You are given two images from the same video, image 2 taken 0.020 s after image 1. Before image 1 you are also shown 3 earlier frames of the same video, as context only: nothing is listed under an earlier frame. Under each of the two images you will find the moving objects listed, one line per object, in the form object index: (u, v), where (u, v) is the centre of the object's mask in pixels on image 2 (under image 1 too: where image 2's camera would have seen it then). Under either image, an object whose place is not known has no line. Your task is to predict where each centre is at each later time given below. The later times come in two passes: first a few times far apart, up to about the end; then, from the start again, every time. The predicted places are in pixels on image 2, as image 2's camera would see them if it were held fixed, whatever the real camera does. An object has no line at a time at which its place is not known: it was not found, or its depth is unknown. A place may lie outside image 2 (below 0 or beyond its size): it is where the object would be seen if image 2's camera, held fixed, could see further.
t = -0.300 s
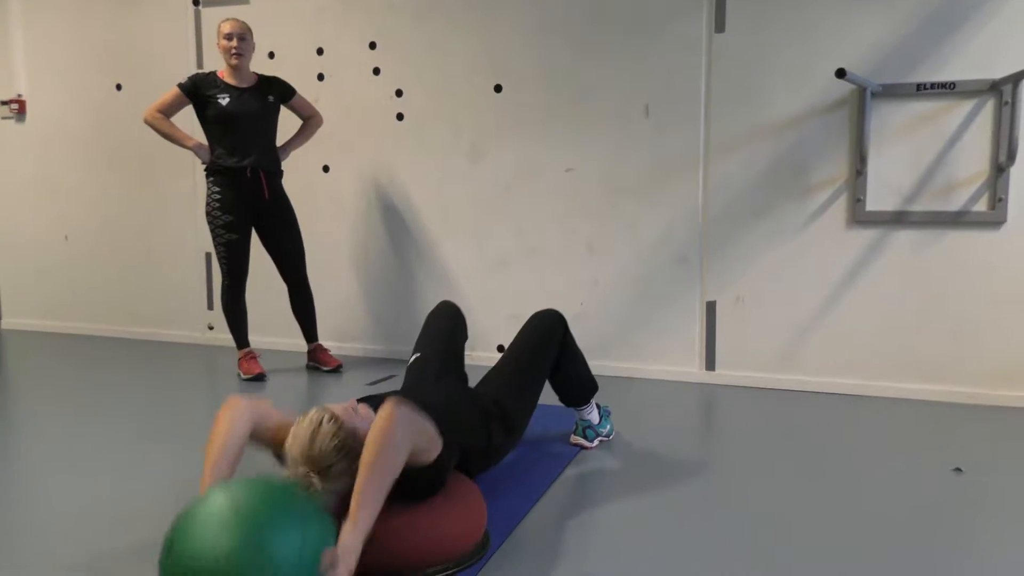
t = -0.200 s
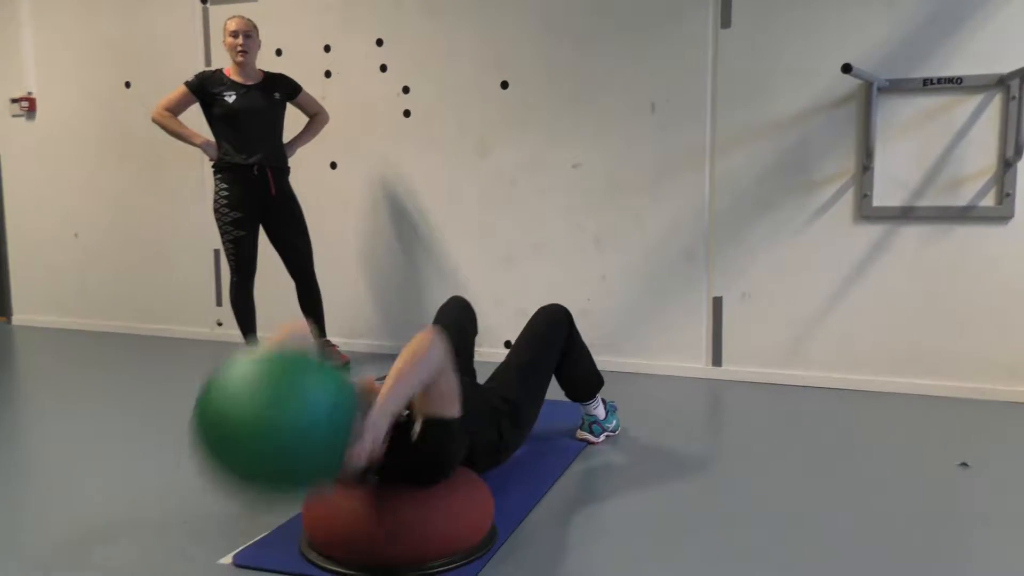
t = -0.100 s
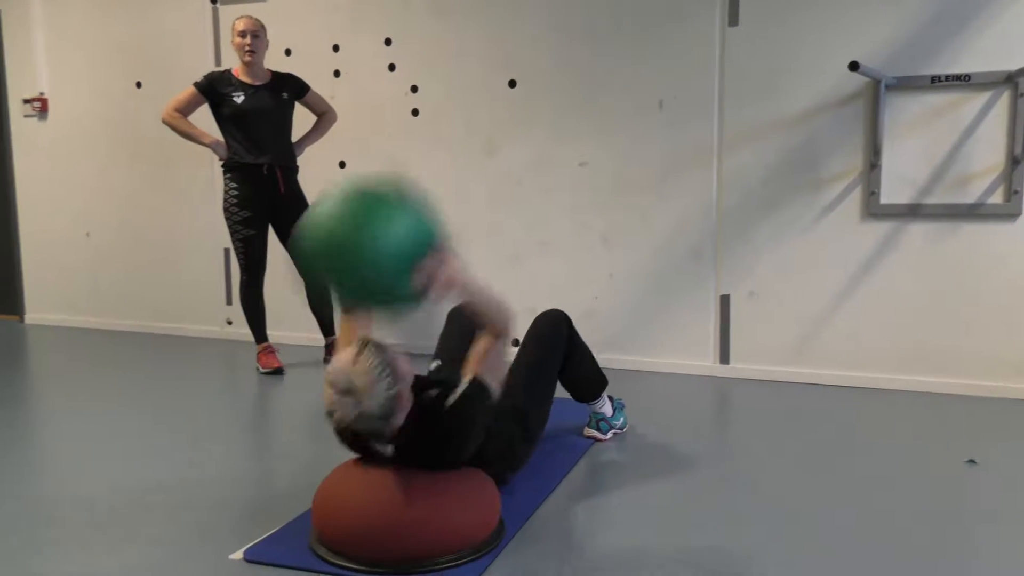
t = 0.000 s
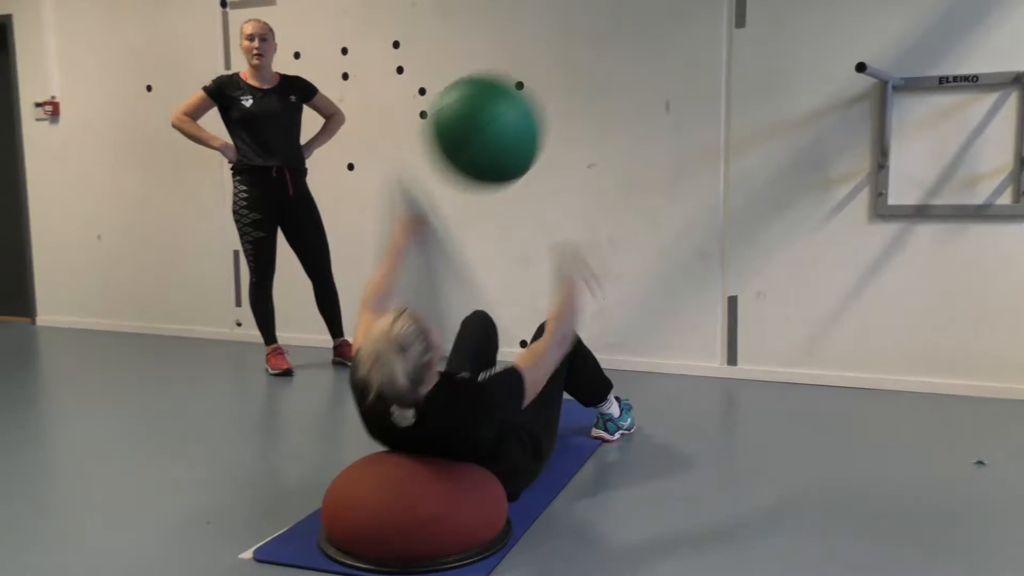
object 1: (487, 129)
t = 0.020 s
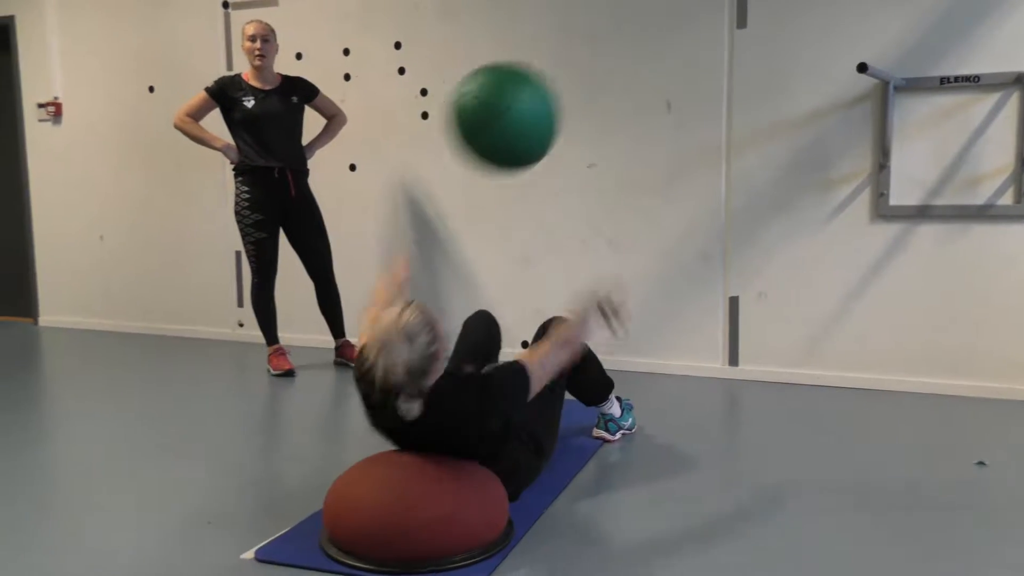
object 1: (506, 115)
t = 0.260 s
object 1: (640, 71)
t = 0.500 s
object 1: (578, 97)
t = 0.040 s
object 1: (522, 103)
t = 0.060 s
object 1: (537, 94)
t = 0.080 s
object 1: (551, 85)
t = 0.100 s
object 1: (563, 79)
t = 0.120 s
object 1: (575, 74)
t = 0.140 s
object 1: (586, 70)
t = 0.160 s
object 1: (596, 68)
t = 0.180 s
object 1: (606, 67)
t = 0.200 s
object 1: (616, 67)
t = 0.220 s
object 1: (624, 67)
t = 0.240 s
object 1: (632, 69)
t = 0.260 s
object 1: (640, 71)
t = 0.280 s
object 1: (645, 74)
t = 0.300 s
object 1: (641, 72)
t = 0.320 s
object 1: (636, 70)
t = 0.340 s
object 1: (630, 69)
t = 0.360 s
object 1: (625, 69)
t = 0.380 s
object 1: (619, 70)
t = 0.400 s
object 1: (613, 72)
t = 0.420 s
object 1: (606, 75)
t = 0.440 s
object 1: (600, 79)
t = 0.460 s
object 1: (593, 84)
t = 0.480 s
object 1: (586, 90)
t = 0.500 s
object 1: (578, 97)
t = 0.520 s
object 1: (571, 106)
